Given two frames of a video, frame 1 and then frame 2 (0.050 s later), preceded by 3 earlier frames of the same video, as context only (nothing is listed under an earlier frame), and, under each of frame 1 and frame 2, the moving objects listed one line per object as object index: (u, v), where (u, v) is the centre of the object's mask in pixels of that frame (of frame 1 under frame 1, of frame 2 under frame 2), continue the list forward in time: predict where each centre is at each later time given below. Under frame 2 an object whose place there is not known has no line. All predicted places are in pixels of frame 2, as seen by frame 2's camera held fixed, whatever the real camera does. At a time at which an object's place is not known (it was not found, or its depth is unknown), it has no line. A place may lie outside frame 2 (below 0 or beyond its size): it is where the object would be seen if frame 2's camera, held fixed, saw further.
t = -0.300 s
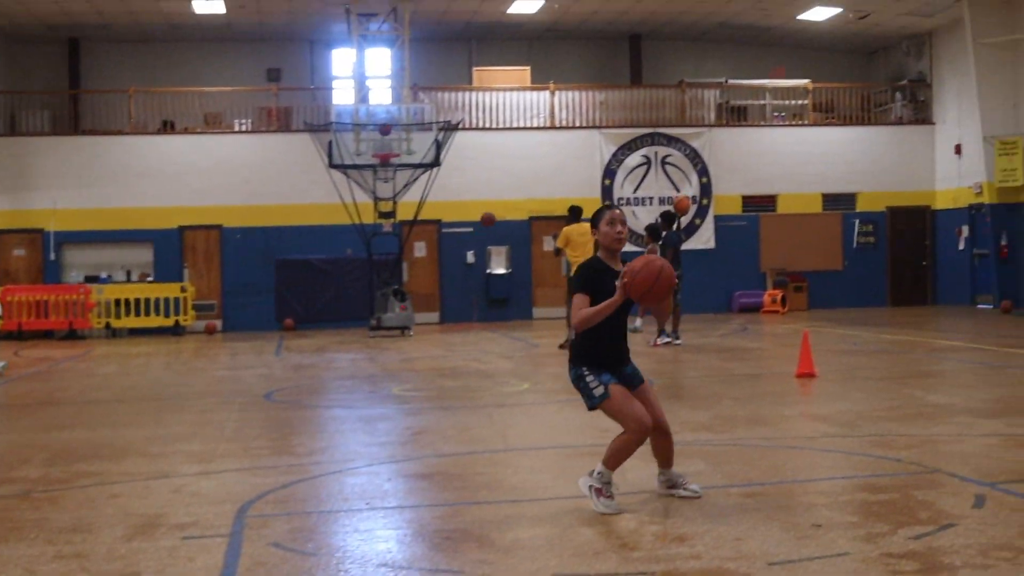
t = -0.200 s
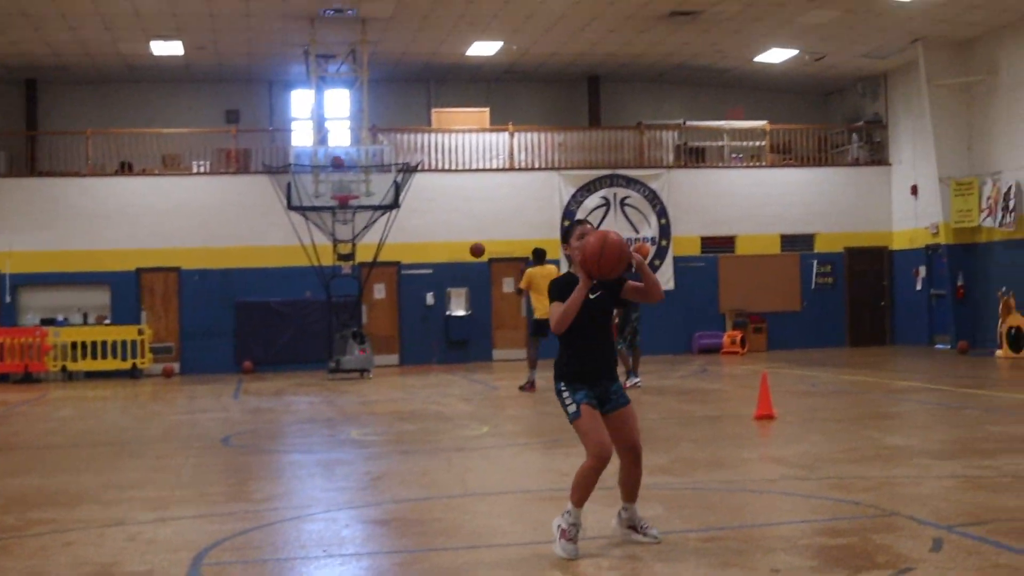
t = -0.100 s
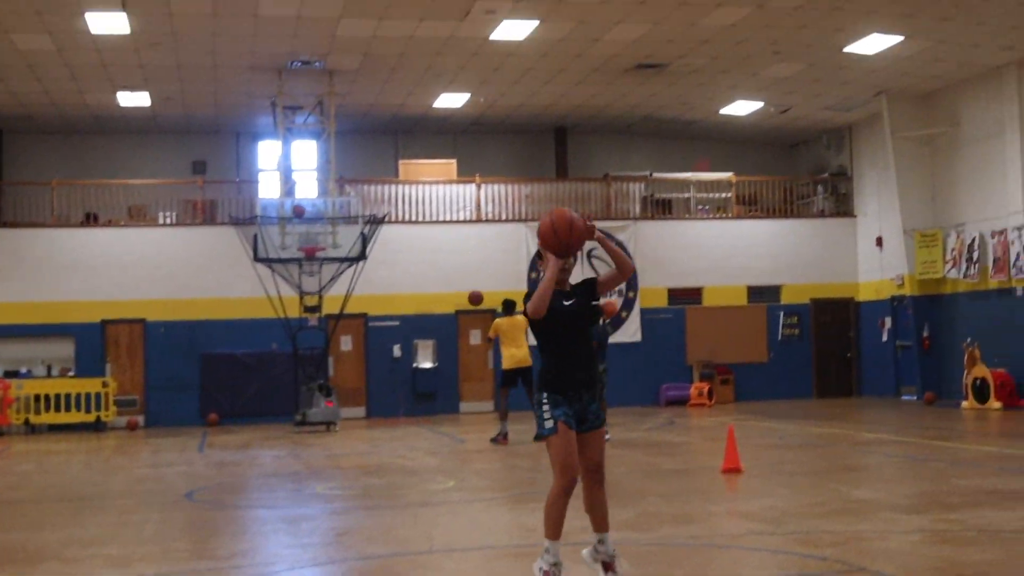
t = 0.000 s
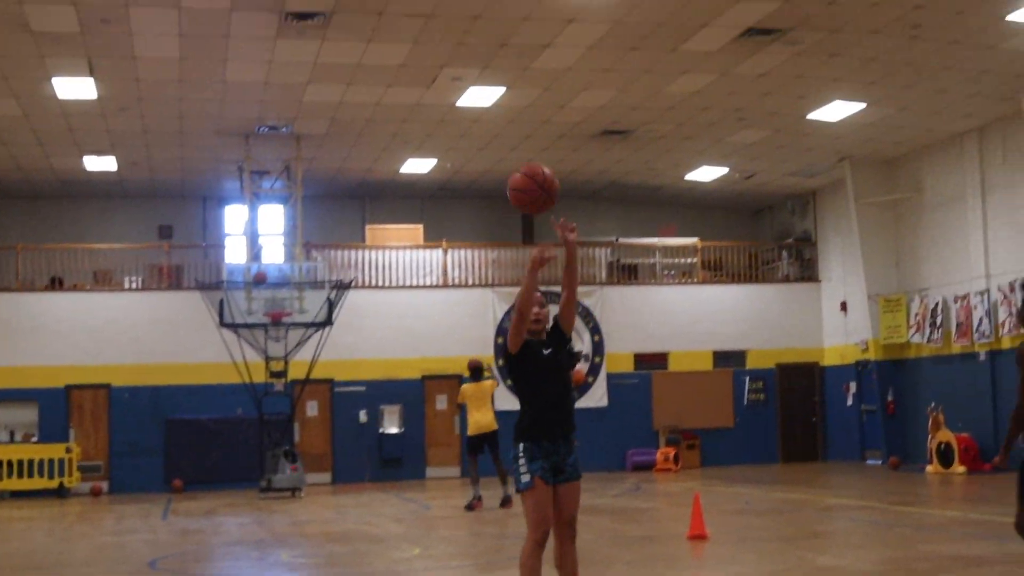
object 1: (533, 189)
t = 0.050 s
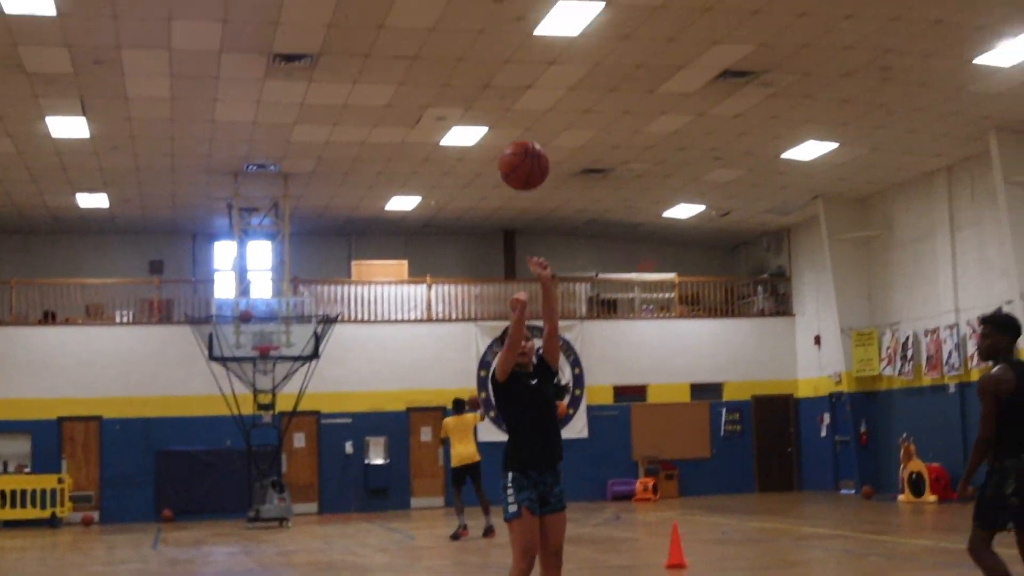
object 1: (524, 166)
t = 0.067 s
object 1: (528, 145)
